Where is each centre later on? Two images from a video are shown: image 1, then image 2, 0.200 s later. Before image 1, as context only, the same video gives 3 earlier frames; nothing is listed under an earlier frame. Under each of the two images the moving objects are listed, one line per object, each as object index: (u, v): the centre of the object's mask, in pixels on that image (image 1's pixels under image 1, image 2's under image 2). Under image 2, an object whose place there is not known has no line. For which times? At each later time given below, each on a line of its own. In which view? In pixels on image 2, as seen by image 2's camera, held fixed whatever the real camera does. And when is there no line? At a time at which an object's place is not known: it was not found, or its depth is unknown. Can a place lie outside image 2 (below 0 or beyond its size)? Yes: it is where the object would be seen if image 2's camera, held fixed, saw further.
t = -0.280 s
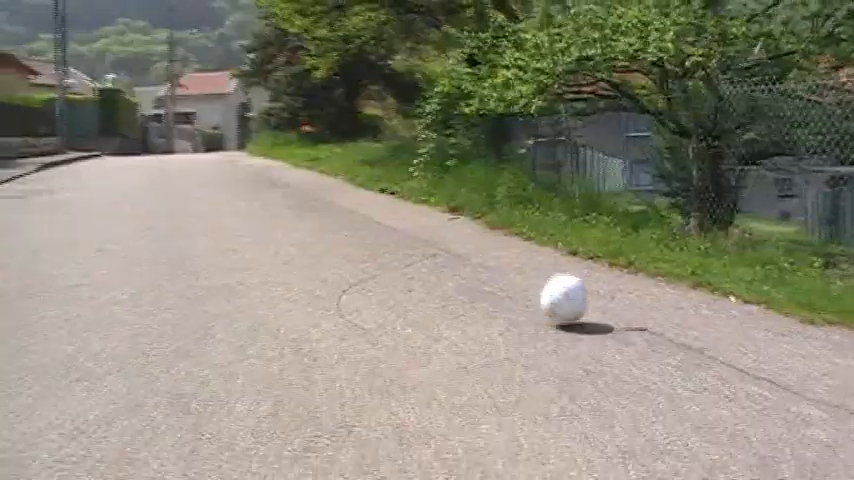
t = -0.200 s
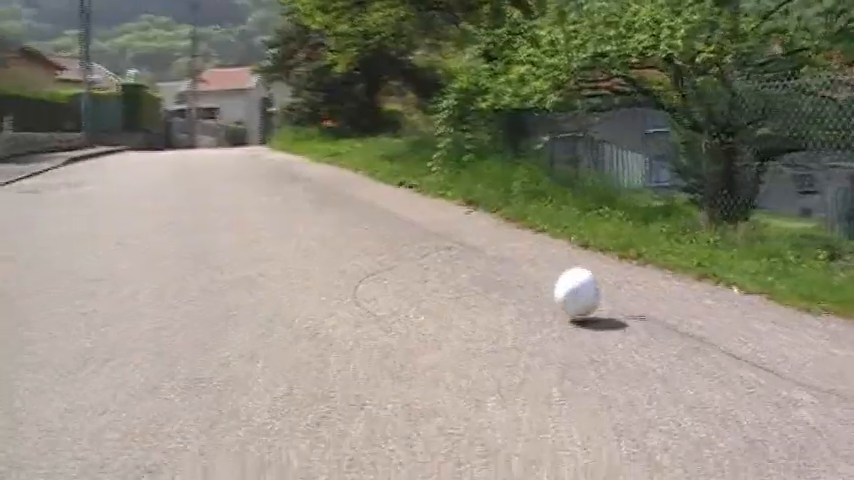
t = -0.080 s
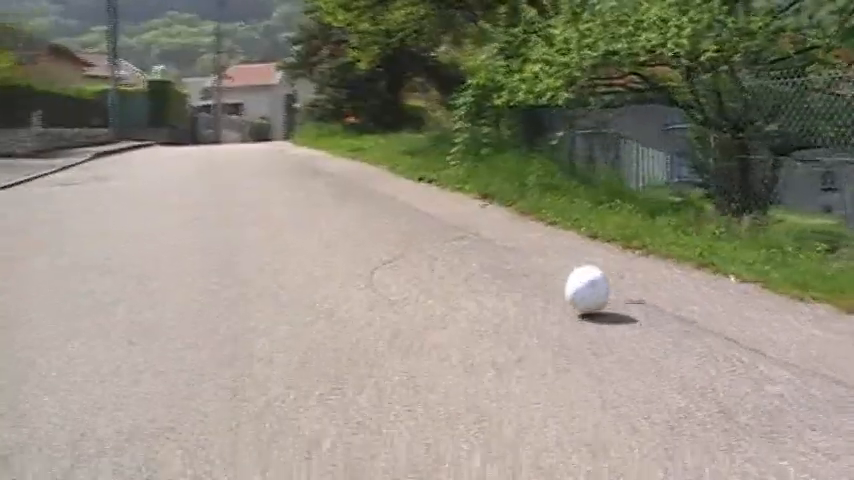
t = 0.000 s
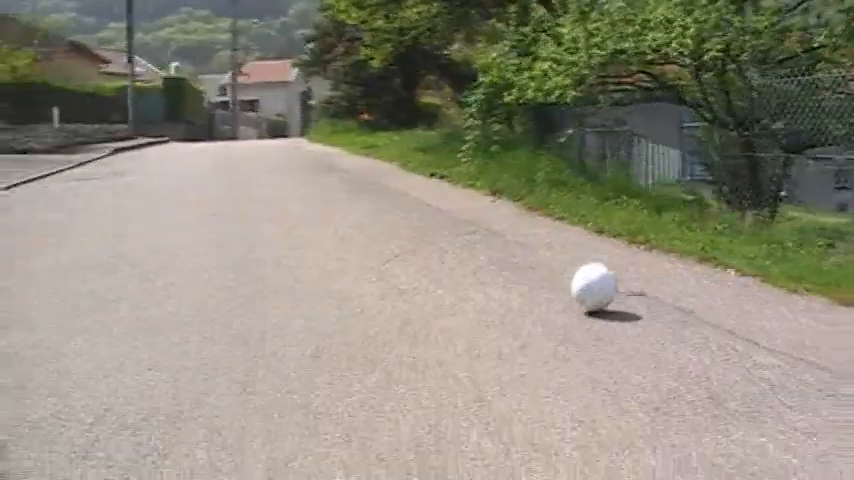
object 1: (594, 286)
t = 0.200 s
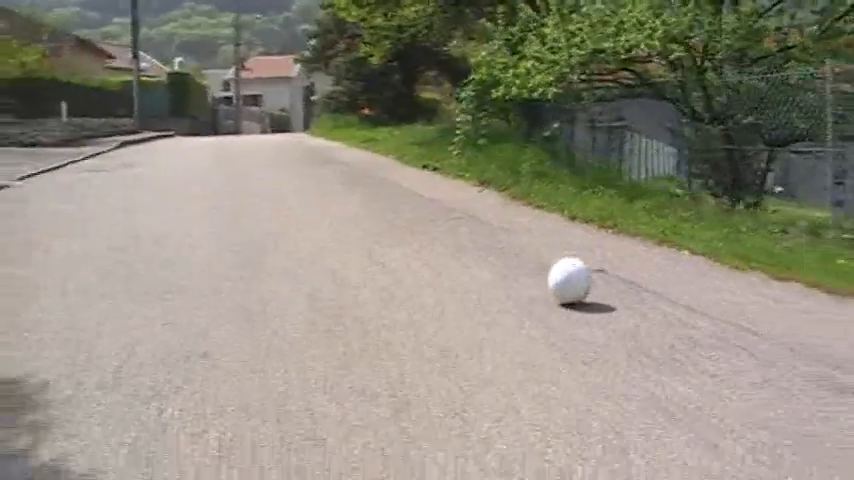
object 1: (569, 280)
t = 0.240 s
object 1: (572, 283)
